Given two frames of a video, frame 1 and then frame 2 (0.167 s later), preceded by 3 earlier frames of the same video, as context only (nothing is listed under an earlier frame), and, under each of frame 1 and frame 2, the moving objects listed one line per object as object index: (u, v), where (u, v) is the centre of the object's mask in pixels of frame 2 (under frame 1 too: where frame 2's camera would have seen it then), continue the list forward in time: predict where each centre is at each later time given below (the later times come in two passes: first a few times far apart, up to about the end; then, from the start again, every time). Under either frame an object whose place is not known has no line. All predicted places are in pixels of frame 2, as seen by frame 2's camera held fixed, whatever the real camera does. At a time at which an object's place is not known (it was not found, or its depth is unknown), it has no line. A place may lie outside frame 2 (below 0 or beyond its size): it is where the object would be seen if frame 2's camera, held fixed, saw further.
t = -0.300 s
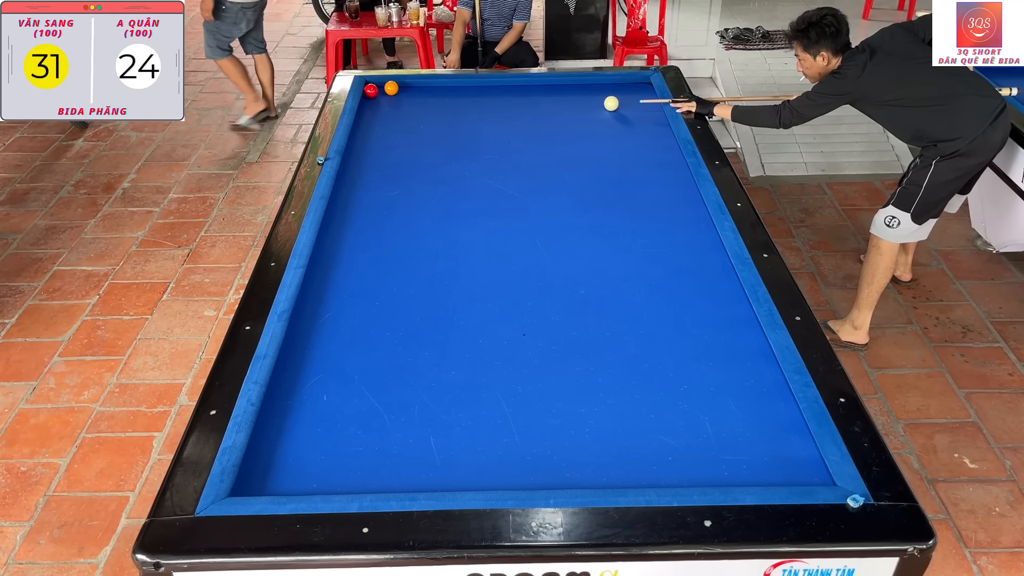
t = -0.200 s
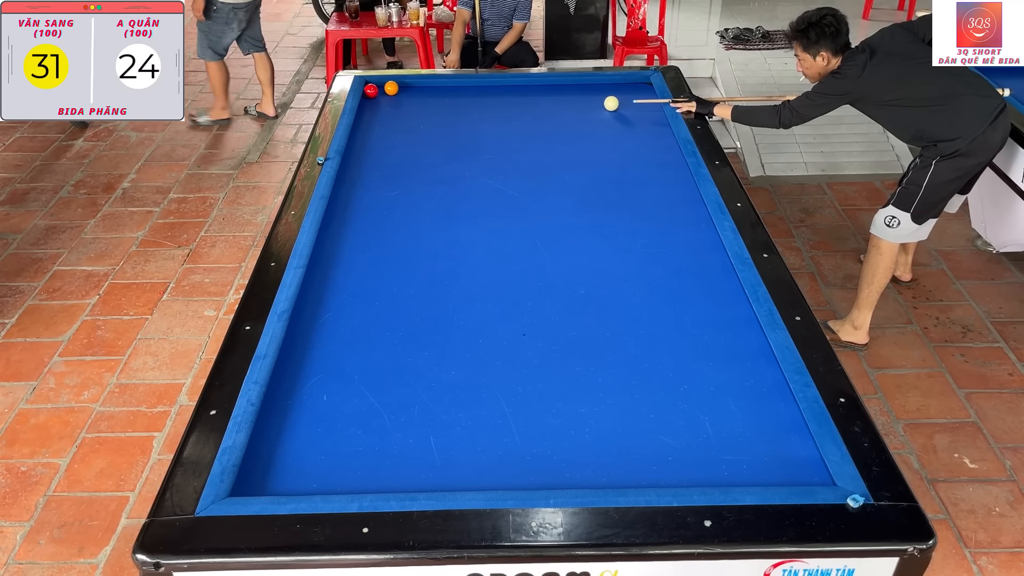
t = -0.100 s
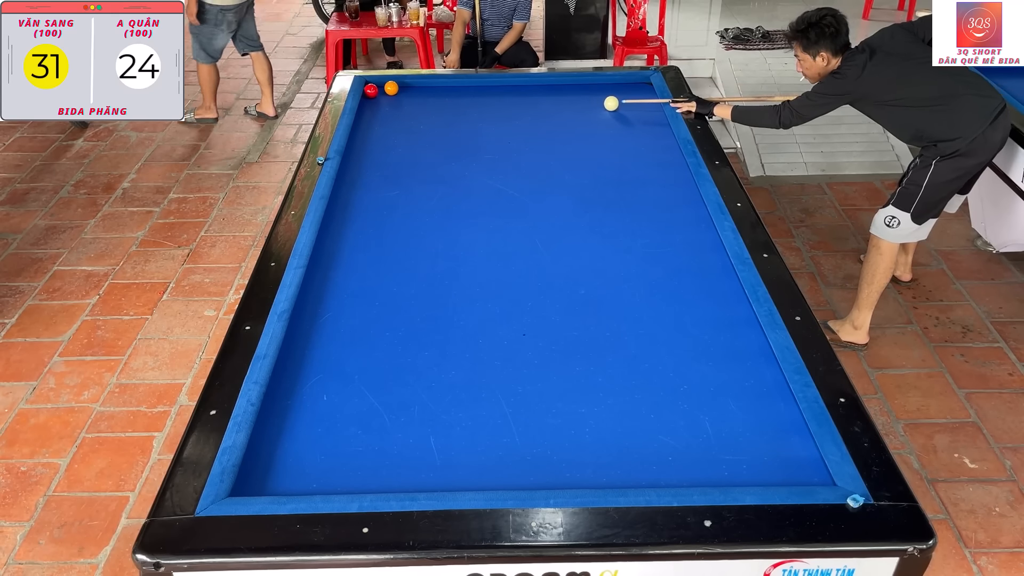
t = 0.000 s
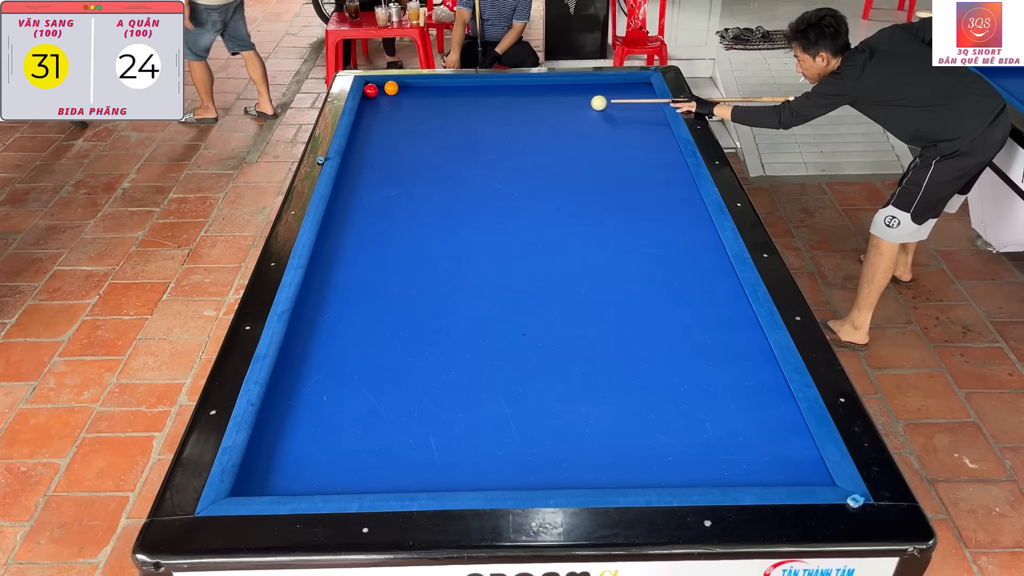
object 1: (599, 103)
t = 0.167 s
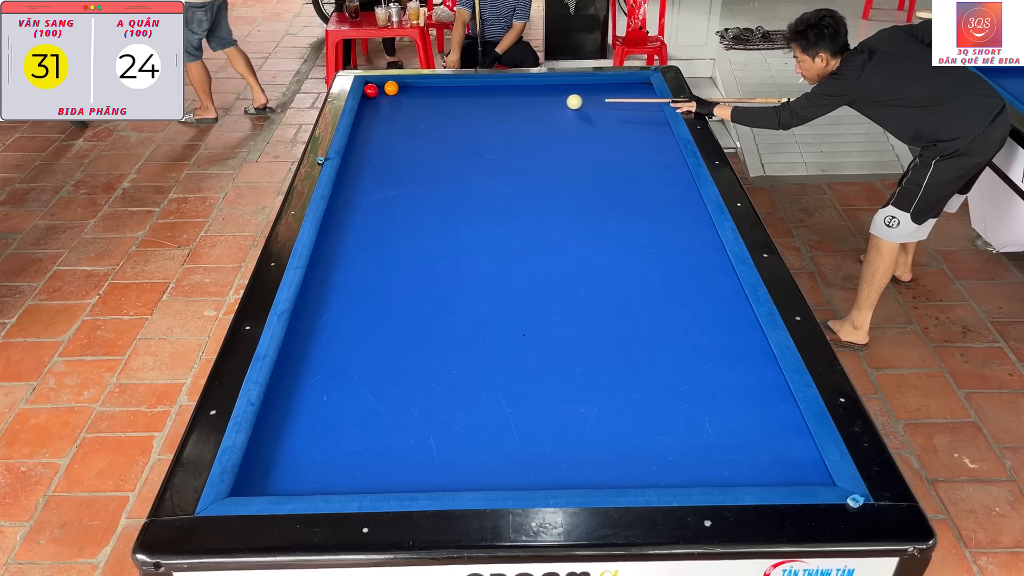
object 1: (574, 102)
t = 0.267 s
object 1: (560, 101)
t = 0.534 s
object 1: (522, 99)
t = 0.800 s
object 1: (485, 98)
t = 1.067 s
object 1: (450, 96)
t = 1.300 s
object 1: (420, 94)
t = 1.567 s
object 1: (388, 94)
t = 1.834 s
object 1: (368, 98)
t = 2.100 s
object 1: (376, 102)
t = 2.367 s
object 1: (384, 105)
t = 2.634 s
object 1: (391, 109)
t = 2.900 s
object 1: (398, 112)
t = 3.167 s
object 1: (405, 115)
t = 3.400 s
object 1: (411, 118)
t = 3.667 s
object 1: (417, 120)
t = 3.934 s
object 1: (423, 123)
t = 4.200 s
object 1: (429, 125)
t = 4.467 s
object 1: (434, 127)
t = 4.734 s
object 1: (438, 130)
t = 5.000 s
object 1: (443, 131)
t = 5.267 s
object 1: (446, 133)
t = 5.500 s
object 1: (449, 135)
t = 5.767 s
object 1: (452, 136)
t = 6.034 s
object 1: (454, 137)
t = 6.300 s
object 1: (456, 138)
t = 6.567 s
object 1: (457, 139)
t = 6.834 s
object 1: (457, 139)
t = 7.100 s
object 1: (458, 140)
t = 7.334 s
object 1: (458, 140)
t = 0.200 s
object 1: (569, 102)
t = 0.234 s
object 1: (565, 101)
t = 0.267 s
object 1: (560, 101)
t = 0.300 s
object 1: (555, 101)
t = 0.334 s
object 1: (550, 101)
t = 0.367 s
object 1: (545, 101)
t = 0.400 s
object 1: (541, 100)
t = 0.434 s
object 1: (536, 100)
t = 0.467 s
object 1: (531, 100)
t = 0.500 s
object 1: (527, 100)
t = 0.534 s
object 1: (522, 99)
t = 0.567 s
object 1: (517, 99)
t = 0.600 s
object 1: (513, 99)
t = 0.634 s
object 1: (508, 99)
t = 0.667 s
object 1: (504, 98)
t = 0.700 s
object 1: (499, 98)
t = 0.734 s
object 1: (494, 98)
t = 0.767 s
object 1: (490, 98)
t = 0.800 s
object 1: (485, 98)
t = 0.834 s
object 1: (481, 97)
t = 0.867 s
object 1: (476, 97)
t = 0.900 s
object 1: (472, 97)
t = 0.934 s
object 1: (468, 97)
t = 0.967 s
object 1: (463, 96)
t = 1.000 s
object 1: (459, 96)
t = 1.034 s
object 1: (454, 96)
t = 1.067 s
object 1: (450, 96)
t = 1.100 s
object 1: (445, 95)
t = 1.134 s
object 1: (441, 95)
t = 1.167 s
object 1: (437, 95)
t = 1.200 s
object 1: (432, 95)
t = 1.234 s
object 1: (428, 95)
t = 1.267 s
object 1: (424, 94)
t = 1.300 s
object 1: (420, 94)
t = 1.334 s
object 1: (415, 94)
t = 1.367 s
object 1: (411, 94)
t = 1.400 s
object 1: (407, 93)
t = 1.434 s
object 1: (403, 93)
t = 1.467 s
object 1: (399, 93)
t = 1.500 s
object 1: (395, 93)
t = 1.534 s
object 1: (391, 93)
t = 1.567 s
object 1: (388, 94)
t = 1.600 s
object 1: (384, 94)
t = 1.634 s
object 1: (380, 94)
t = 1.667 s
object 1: (378, 95)
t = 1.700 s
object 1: (376, 96)
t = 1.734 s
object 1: (374, 96)
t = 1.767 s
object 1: (372, 97)
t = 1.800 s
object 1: (369, 97)
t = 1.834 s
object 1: (368, 98)
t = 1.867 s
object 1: (369, 98)
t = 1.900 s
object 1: (370, 99)
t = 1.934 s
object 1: (371, 99)
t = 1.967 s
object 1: (372, 100)
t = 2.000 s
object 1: (373, 100)
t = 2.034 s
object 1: (374, 101)
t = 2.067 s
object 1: (375, 101)
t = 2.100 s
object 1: (376, 102)
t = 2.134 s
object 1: (377, 102)
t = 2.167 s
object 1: (378, 103)
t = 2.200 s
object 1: (379, 103)
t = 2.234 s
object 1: (380, 104)
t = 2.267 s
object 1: (381, 104)
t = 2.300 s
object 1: (382, 104)
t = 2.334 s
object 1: (383, 105)
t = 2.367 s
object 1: (384, 105)
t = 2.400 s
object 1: (385, 106)
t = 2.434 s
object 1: (385, 106)
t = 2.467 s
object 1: (386, 107)
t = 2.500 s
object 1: (387, 107)
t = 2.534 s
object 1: (388, 107)
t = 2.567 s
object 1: (389, 108)
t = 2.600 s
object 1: (390, 108)
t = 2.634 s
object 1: (391, 109)
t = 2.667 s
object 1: (392, 109)
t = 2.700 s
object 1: (393, 109)
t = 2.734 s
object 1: (393, 110)
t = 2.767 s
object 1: (394, 110)
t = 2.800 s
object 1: (395, 111)
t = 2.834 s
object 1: (396, 111)
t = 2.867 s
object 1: (397, 111)
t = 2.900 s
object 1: (398, 112)
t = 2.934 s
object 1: (399, 112)
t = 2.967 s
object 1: (399, 113)
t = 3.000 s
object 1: (400, 113)
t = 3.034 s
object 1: (401, 113)
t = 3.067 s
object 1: (402, 114)
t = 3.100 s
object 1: (403, 114)
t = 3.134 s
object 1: (404, 115)
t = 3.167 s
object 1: (405, 115)
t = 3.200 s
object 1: (406, 115)
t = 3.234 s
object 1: (406, 116)
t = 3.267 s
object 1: (407, 116)
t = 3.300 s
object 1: (408, 116)
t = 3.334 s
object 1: (409, 117)
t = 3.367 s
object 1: (410, 117)
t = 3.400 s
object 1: (411, 118)
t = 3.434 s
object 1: (411, 118)
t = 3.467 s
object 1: (412, 118)
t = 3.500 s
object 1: (413, 119)
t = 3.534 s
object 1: (414, 119)
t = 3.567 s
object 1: (415, 119)
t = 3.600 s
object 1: (416, 120)
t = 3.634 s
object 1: (416, 120)
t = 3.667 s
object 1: (417, 120)
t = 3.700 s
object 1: (418, 121)
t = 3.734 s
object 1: (419, 121)
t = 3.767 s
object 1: (419, 121)
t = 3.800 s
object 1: (420, 122)
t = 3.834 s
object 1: (421, 122)
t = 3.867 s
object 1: (422, 122)
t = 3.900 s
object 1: (422, 122)
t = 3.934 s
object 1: (423, 123)
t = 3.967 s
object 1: (424, 123)
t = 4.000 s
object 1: (424, 123)
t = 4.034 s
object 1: (425, 124)
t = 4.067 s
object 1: (426, 124)
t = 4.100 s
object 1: (426, 124)
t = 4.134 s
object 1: (427, 125)
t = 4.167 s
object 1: (428, 125)
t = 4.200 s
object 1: (429, 125)
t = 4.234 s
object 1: (429, 125)
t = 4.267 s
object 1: (430, 126)
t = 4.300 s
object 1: (431, 126)
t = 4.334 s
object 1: (431, 126)
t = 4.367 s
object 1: (432, 127)
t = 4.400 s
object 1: (432, 127)
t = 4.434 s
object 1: (433, 127)
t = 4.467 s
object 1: (434, 127)
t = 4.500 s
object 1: (434, 128)
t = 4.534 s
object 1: (435, 128)
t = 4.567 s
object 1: (436, 128)
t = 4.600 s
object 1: (436, 129)
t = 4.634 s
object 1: (437, 129)
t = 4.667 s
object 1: (437, 129)
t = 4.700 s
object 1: (438, 129)
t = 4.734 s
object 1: (438, 130)
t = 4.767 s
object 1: (439, 130)
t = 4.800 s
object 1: (440, 130)
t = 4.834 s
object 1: (440, 130)
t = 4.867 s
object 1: (441, 131)
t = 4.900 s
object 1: (441, 131)
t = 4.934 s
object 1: (442, 131)
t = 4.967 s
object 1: (442, 131)
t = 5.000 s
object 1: (443, 131)
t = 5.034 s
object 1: (443, 132)
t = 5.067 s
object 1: (444, 132)
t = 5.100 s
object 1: (444, 132)
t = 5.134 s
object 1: (445, 132)
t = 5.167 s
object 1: (445, 133)
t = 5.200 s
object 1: (446, 133)
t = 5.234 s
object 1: (446, 133)
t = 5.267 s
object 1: (446, 133)
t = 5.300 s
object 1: (447, 133)
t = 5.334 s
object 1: (447, 134)
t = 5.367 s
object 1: (448, 134)
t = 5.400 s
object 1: (448, 134)
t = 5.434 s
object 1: (448, 134)
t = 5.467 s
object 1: (449, 134)
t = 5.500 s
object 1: (449, 135)
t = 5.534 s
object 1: (450, 135)
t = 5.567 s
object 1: (450, 135)
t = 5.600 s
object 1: (450, 135)
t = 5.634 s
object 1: (451, 135)
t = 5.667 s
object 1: (451, 136)
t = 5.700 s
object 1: (451, 136)
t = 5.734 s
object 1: (451, 136)
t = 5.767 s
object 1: (452, 136)
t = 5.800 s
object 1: (452, 136)
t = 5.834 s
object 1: (452, 136)
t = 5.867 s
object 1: (453, 137)
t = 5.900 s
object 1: (453, 137)
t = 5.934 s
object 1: (453, 137)
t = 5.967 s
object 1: (453, 137)
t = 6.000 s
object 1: (454, 137)
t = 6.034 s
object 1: (454, 137)
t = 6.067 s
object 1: (454, 137)
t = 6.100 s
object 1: (454, 137)
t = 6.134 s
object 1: (455, 138)
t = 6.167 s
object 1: (455, 138)
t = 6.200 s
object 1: (455, 138)
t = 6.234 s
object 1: (455, 138)
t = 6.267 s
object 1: (456, 138)
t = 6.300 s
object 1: (456, 138)
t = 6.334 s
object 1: (456, 138)
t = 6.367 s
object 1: (456, 138)
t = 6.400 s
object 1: (456, 139)
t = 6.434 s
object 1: (456, 139)
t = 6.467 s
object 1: (456, 139)
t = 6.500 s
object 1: (457, 139)
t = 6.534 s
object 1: (457, 139)
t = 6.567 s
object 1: (457, 139)
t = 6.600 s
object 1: (457, 139)
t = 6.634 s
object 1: (457, 139)
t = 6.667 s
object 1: (457, 139)
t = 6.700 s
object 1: (457, 139)
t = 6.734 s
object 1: (457, 139)
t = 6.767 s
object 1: (457, 139)
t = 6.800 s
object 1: (457, 139)
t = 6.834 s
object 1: (457, 139)
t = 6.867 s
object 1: (457, 139)
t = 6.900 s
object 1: (458, 139)
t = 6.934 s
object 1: (458, 140)
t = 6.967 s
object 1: (458, 140)
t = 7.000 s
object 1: (458, 140)
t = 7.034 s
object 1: (458, 140)
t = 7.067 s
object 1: (458, 140)
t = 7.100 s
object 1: (458, 140)
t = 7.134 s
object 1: (458, 140)
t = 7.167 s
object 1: (458, 140)
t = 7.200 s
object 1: (458, 139)
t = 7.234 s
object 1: (458, 140)
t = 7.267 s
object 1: (458, 140)
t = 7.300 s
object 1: (458, 140)
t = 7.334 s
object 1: (458, 140)
